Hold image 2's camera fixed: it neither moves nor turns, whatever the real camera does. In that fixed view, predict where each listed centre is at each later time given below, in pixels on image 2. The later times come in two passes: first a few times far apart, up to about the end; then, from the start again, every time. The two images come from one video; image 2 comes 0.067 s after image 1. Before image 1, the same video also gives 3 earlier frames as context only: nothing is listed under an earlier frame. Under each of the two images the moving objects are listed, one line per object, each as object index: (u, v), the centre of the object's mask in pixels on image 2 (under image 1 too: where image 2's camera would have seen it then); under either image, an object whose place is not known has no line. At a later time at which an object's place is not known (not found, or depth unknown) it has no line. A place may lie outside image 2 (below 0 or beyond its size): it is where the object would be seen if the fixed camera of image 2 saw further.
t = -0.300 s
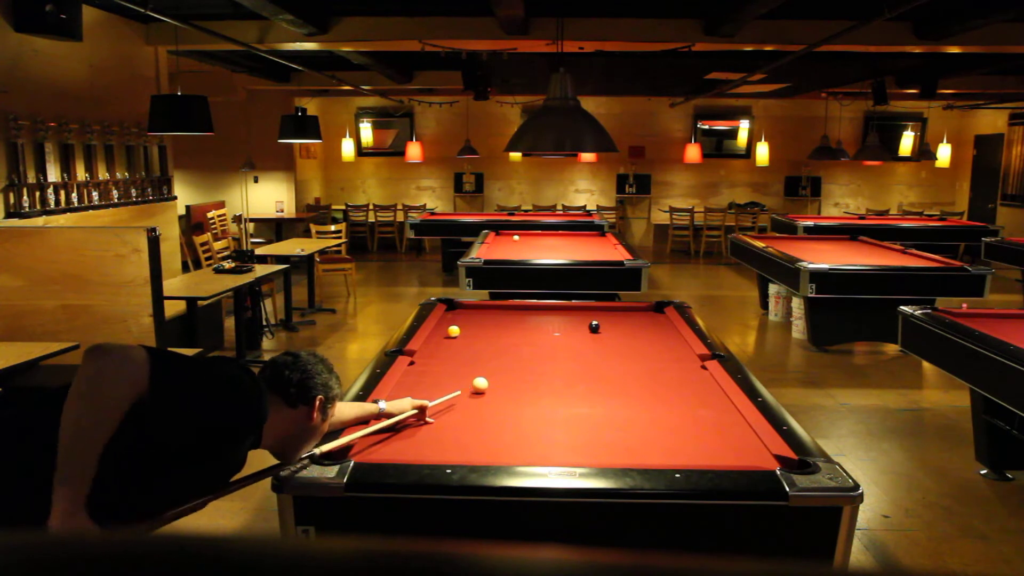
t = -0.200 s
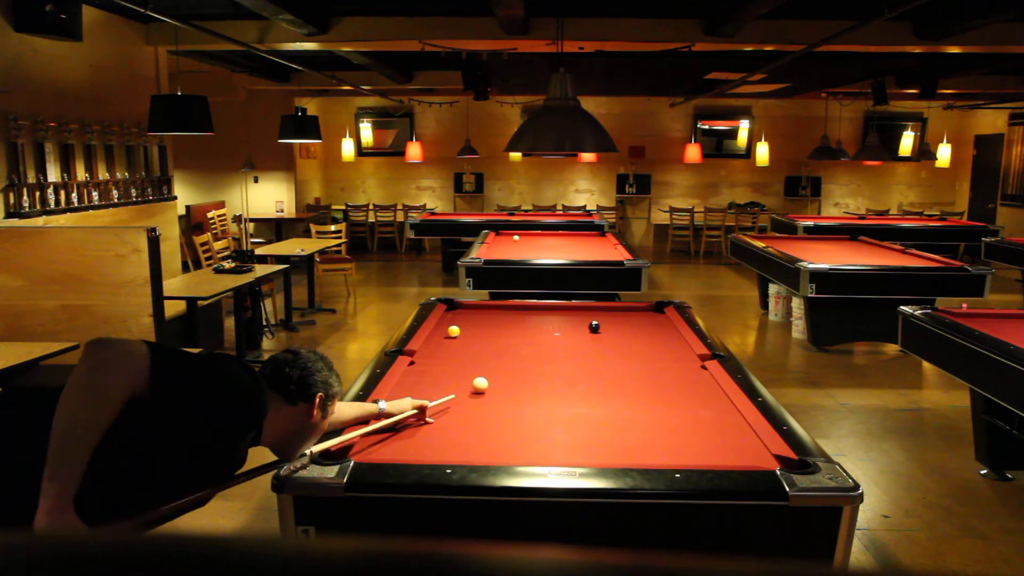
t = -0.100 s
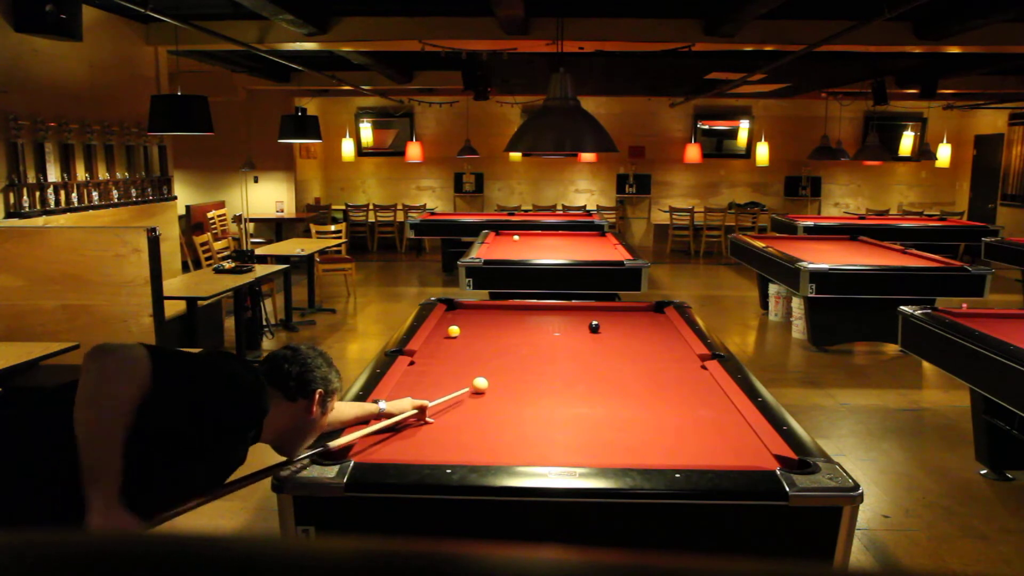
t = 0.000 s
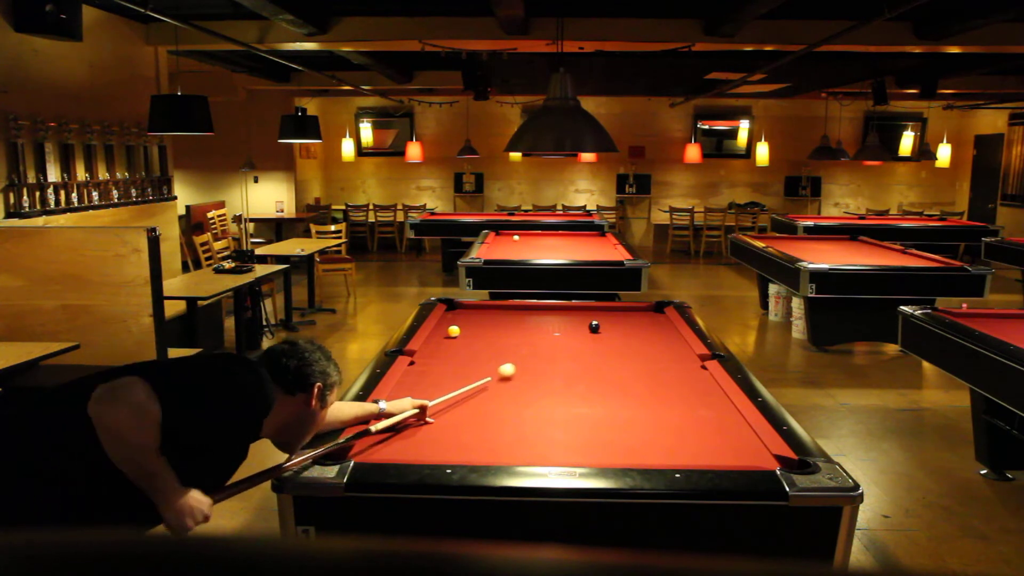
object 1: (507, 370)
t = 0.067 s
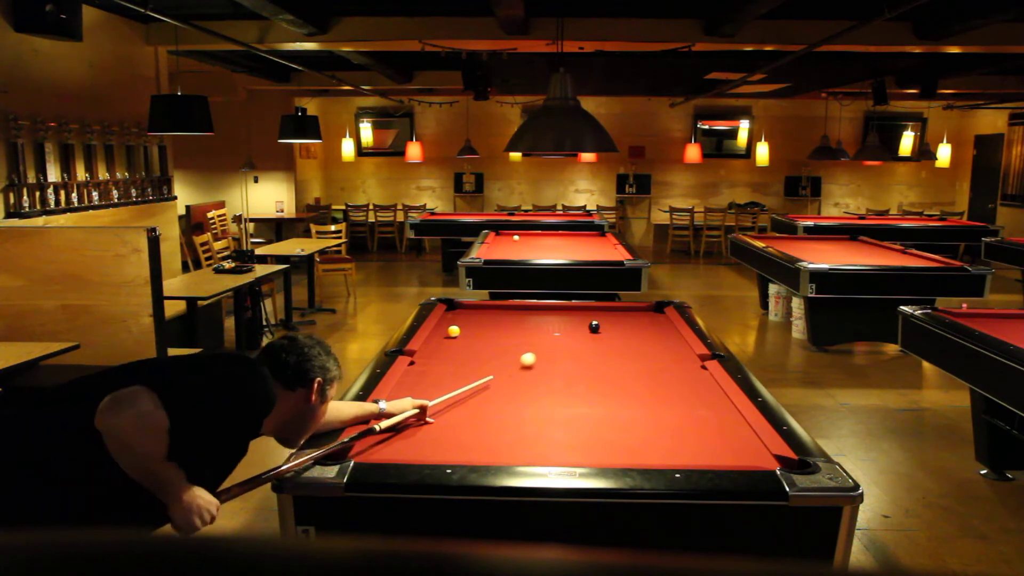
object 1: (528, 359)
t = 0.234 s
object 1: (569, 338)
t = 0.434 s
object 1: (582, 327)
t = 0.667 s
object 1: (579, 320)
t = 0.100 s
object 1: (537, 354)
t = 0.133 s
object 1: (546, 350)
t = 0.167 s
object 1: (554, 346)
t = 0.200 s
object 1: (561, 342)
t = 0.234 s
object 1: (569, 338)
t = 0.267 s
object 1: (576, 335)
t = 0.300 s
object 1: (582, 331)
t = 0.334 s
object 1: (587, 329)
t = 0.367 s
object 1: (585, 328)
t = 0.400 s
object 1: (583, 328)
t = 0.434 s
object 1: (582, 327)
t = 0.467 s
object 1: (581, 326)
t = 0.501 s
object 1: (580, 325)
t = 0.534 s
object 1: (580, 324)
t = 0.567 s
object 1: (579, 323)
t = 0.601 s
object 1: (579, 322)
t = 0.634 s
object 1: (579, 321)
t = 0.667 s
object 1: (579, 320)
